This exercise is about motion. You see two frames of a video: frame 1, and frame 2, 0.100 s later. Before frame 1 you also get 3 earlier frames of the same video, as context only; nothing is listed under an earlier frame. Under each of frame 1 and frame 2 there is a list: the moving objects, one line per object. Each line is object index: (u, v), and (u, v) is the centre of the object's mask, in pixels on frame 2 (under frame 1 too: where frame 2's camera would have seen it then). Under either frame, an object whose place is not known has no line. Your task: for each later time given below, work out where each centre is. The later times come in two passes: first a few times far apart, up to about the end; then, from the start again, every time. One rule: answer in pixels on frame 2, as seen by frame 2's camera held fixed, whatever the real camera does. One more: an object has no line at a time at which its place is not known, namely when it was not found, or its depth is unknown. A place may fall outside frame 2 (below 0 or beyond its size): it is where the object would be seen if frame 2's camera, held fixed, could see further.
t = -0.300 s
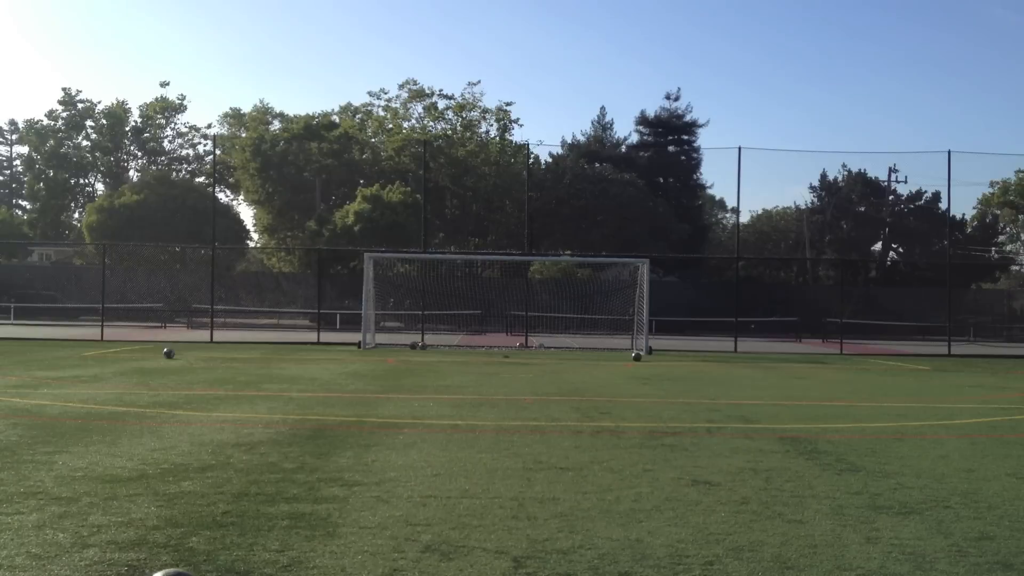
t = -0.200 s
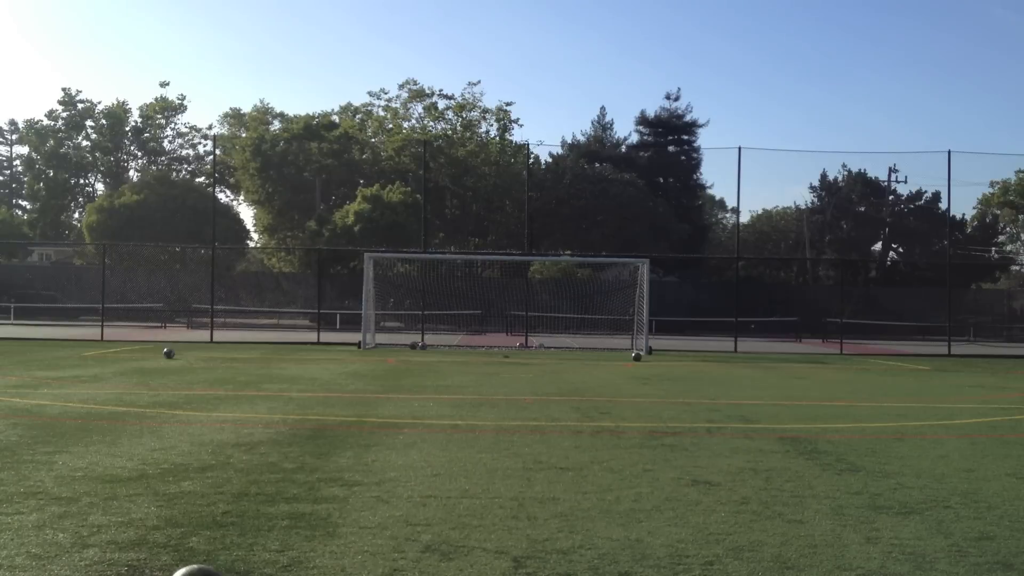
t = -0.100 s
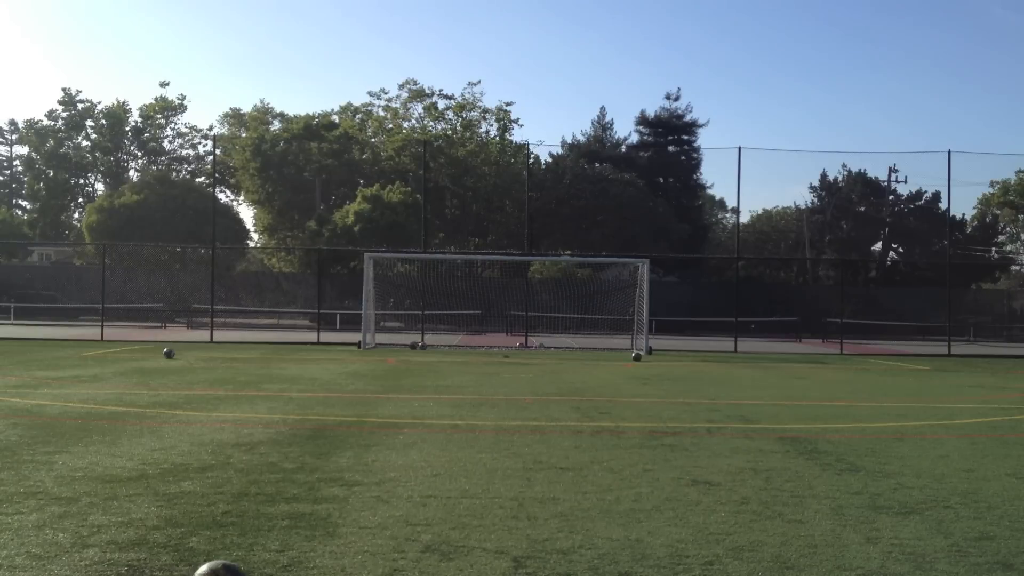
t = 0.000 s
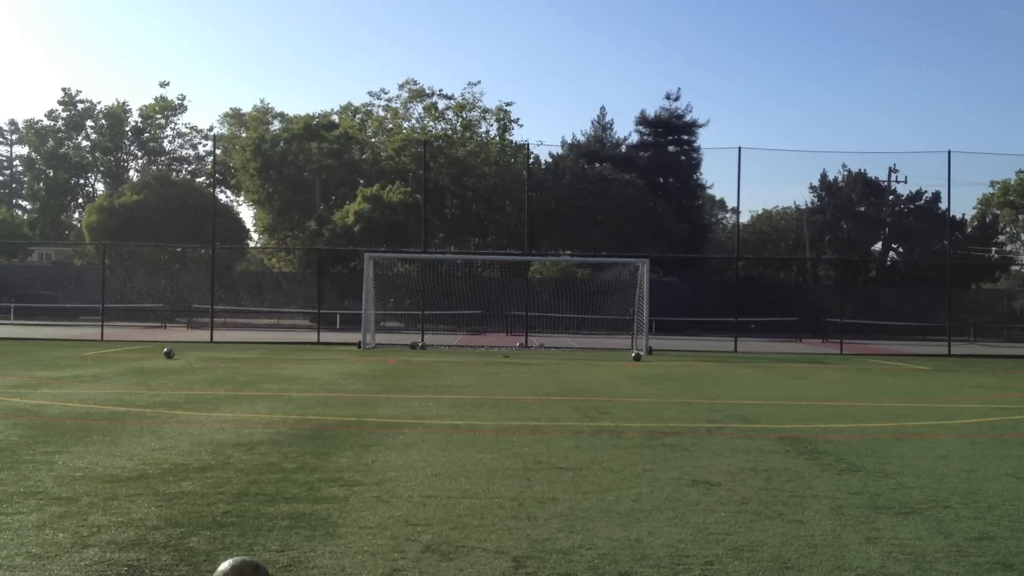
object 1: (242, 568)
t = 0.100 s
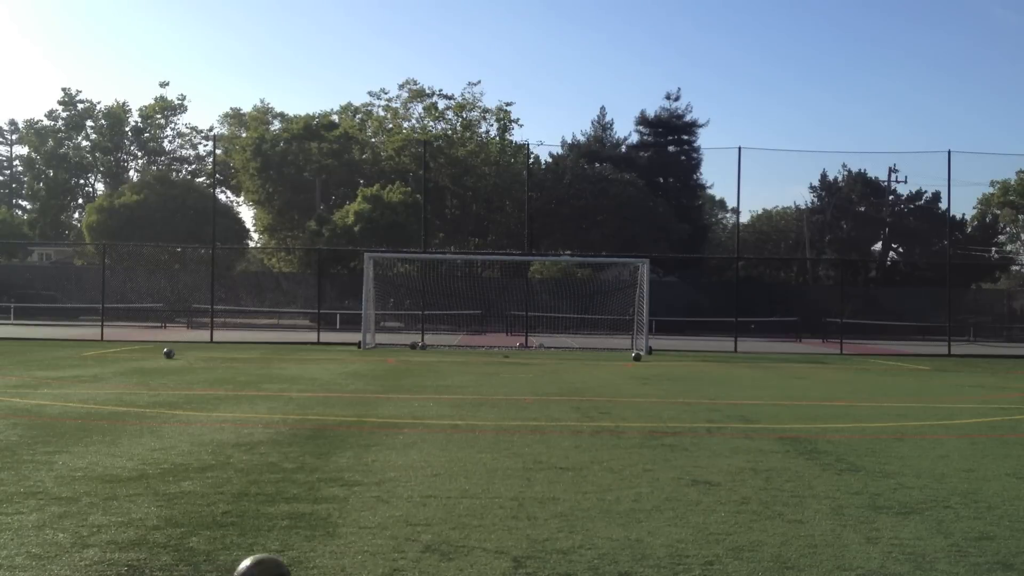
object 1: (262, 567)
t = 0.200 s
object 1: (281, 565)
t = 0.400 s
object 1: (317, 563)
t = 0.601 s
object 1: (349, 561)
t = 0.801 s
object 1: (378, 559)
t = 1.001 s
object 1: (402, 557)
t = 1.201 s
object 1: (421, 556)
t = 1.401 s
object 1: (438, 555)
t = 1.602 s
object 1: (451, 554)
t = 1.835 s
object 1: (463, 554)
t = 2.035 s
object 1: (469, 554)
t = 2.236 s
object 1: (473, 554)
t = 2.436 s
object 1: (474, 554)
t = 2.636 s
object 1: (474, 554)
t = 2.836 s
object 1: (474, 554)
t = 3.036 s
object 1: (474, 554)
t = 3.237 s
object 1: (474, 554)
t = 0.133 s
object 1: (269, 566)
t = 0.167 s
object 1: (275, 566)
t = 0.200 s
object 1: (281, 565)
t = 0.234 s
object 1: (288, 565)
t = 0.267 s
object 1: (294, 565)
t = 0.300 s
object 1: (300, 564)
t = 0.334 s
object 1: (306, 564)
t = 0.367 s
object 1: (312, 563)
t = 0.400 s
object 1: (317, 563)
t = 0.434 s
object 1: (323, 562)
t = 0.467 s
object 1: (328, 562)
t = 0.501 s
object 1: (333, 562)
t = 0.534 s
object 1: (339, 561)
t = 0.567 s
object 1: (344, 561)
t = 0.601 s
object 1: (349, 561)
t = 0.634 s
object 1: (354, 561)
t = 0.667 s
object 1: (359, 560)
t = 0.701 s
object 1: (364, 560)
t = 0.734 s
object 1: (368, 560)
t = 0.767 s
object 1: (373, 559)
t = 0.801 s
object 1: (378, 559)
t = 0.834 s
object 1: (382, 559)
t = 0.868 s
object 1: (386, 558)
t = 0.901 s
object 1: (390, 558)
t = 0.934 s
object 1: (394, 558)
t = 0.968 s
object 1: (398, 558)
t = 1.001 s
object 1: (402, 557)
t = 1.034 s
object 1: (405, 557)
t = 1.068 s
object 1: (409, 557)
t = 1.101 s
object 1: (412, 557)
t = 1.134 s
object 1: (415, 557)
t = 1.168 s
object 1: (418, 556)
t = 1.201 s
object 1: (421, 556)
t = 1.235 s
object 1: (424, 556)
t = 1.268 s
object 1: (427, 556)
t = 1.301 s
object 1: (430, 556)
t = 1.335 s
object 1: (433, 556)
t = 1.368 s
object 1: (435, 555)
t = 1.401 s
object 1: (438, 555)
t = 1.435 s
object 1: (440, 555)
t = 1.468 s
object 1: (442, 555)
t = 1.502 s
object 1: (445, 555)
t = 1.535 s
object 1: (447, 555)
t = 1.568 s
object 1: (449, 554)
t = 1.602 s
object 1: (451, 554)
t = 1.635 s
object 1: (453, 554)
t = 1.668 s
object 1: (455, 554)
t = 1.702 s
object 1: (456, 554)
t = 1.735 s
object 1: (458, 554)
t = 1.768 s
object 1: (460, 554)
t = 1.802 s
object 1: (461, 554)
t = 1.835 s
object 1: (463, 554)
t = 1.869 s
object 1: (464, 554)
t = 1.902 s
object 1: (465, 554)
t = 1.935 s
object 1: (467, 554)
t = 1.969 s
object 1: (468, 554)
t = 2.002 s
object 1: (469, 554)
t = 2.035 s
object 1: (469, 554)
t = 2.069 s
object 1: (470, 554)
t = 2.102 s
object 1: (471, 554)
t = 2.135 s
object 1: (472, 554)
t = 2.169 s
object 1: (472, 554)
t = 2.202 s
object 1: (473, 554)
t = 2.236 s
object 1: (473, 554)
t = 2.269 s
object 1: (473, 554)
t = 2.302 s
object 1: (474, 554)
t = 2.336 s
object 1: (474, 554)
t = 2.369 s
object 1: (474, 554)
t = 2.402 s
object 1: (474, 554)
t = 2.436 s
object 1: (474, 554)
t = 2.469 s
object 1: (474, 554)
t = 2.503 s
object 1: (474, 554)
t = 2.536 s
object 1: (474, 554)
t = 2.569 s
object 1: (474, 554)
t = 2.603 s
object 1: (474, 554)
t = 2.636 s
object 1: (474, 554)
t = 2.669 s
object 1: (474, 554)
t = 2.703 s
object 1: (474, 554)
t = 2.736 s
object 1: (474, 554)
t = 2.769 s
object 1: (474, 554)
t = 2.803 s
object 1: (474, 554)
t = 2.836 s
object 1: (474, 554)
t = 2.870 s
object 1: (474, 554)
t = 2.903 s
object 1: (474, 554)
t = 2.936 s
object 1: (474, 554)
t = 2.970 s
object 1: (474, 554)
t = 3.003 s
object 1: (474, 554)
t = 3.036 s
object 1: (474, 554)
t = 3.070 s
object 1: (474, 554)
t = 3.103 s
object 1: (474, 554)
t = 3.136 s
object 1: (474, 554)
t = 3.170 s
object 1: (474, 554)
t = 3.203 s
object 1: (474, 554)
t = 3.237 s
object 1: (474, 554)
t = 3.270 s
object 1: (474, 554)
